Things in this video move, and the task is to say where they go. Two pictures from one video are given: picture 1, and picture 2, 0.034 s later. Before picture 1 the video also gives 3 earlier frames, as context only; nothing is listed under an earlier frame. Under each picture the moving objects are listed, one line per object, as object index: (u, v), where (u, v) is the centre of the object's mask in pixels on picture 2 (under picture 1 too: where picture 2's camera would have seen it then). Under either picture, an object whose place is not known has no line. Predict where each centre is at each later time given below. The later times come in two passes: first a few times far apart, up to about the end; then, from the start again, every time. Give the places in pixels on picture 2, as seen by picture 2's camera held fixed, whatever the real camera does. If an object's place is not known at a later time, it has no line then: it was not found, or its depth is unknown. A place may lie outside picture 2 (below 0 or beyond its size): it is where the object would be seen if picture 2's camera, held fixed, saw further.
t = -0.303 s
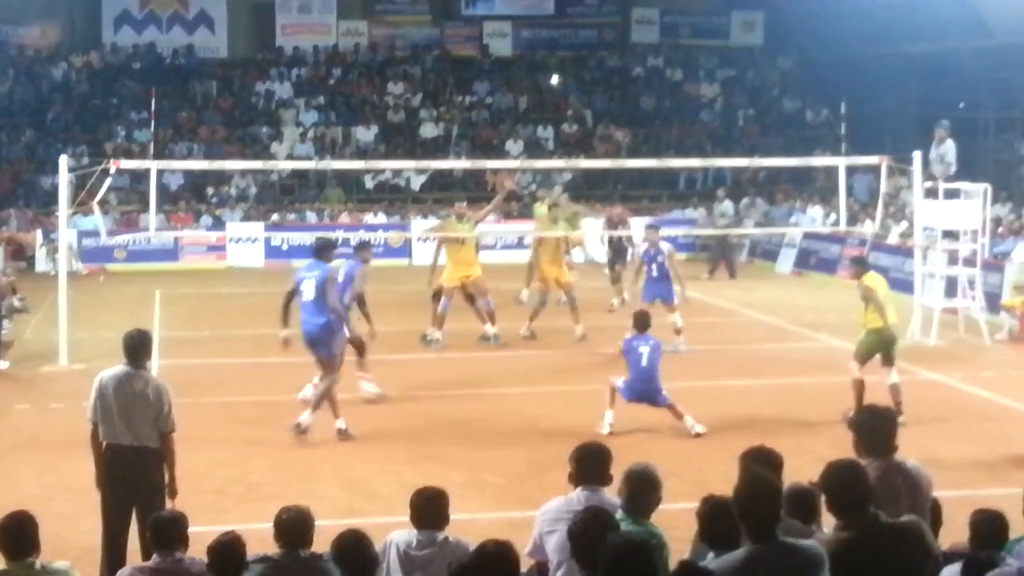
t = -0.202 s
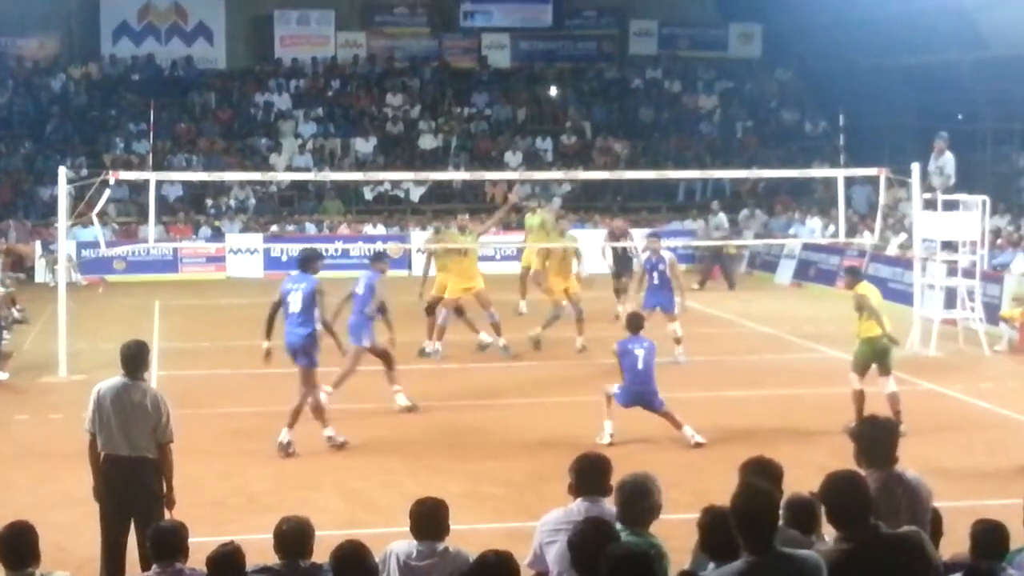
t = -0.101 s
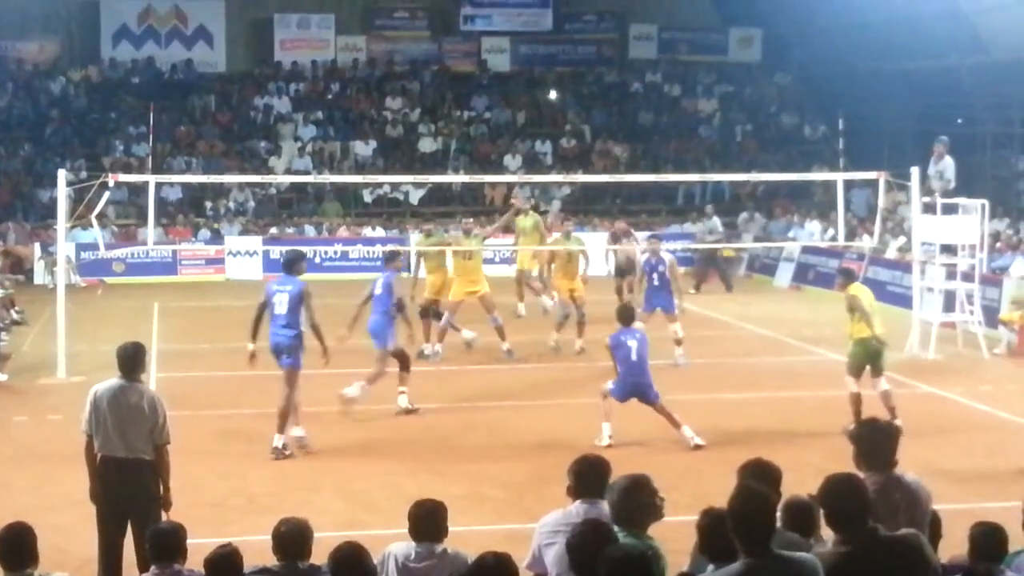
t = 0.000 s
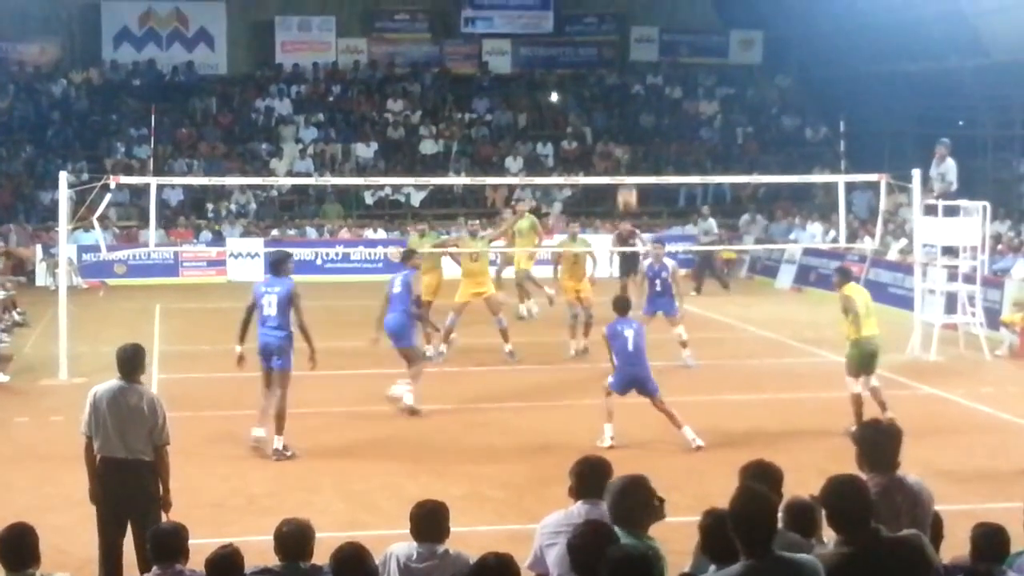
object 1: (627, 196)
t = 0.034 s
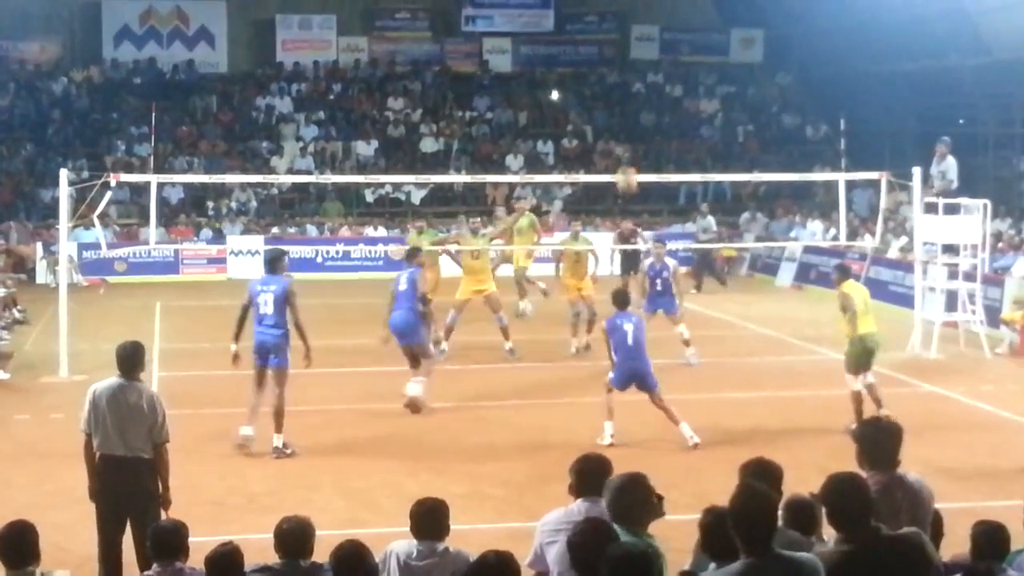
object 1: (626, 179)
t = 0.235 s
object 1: (624, 109)
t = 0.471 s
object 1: (620, 73)
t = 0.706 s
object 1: (618, 83)
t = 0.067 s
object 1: (626, 164)
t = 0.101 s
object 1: (625, 151)
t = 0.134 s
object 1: (625, 141)
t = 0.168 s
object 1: (625, 128)
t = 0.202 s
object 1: (624, 118)
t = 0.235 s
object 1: (624, 109)
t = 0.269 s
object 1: (623, 100)
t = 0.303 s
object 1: (623, 94)
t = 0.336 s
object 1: (622, 87)
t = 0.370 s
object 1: (622, 82)
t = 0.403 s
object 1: (621, 78)
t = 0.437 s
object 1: (621, 75)
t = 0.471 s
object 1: (620, 73)
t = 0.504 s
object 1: (620, 72)
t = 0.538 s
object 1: (620, 72)
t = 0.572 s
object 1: (619, 72)
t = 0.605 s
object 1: (619, 74)
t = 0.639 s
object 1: (619, 76)
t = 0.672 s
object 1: (618, 79)
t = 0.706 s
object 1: (618, 83)
